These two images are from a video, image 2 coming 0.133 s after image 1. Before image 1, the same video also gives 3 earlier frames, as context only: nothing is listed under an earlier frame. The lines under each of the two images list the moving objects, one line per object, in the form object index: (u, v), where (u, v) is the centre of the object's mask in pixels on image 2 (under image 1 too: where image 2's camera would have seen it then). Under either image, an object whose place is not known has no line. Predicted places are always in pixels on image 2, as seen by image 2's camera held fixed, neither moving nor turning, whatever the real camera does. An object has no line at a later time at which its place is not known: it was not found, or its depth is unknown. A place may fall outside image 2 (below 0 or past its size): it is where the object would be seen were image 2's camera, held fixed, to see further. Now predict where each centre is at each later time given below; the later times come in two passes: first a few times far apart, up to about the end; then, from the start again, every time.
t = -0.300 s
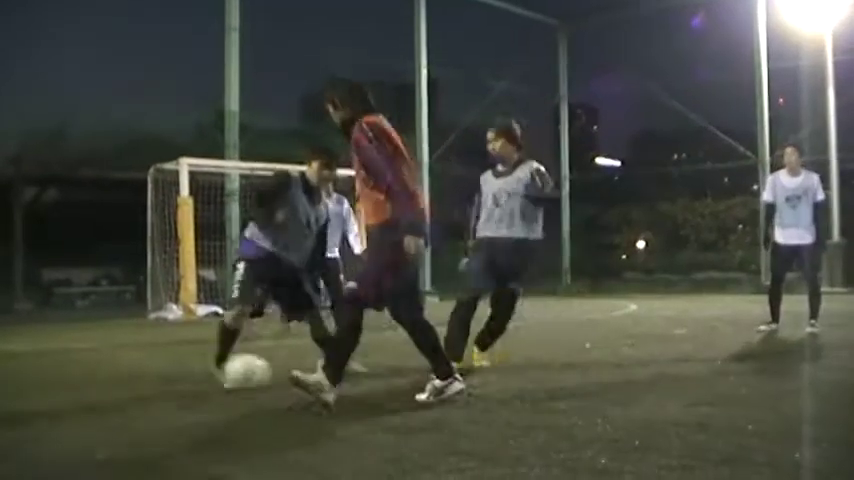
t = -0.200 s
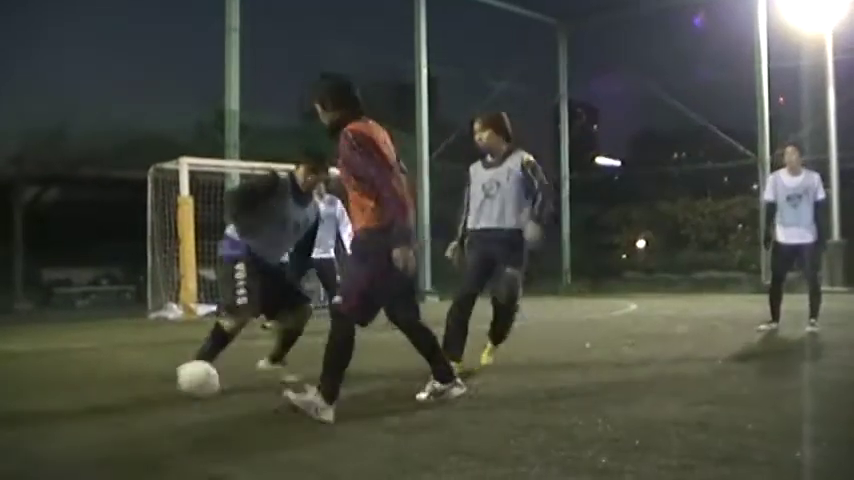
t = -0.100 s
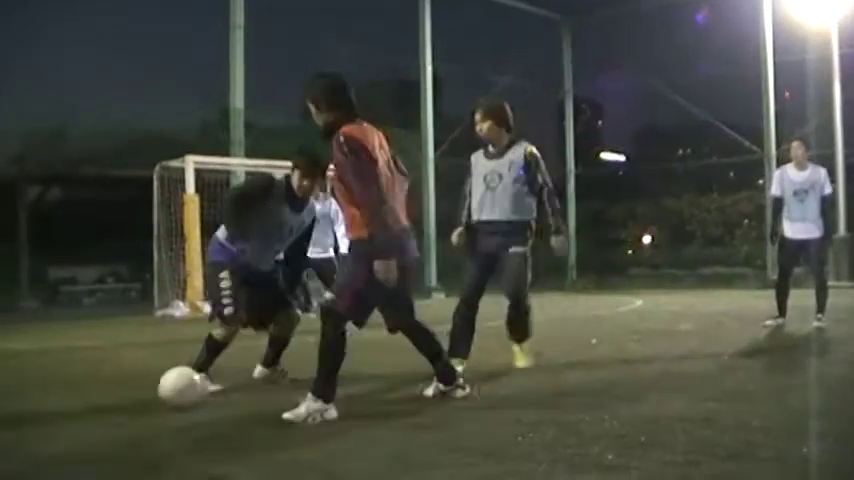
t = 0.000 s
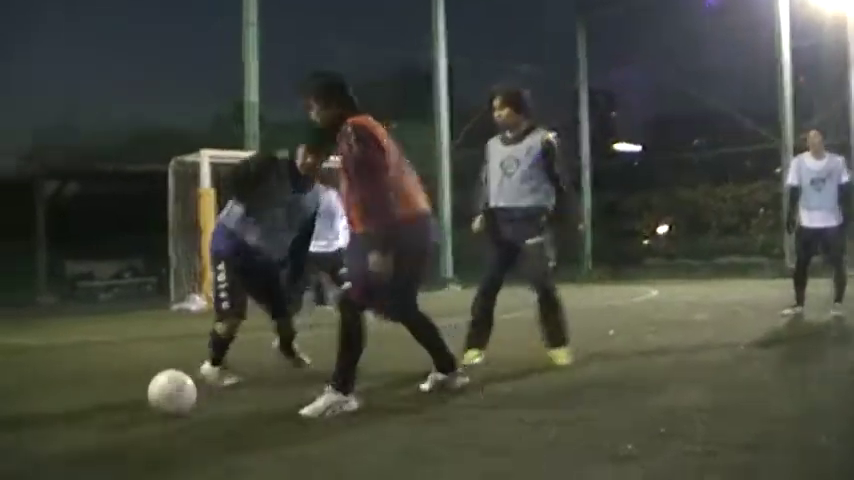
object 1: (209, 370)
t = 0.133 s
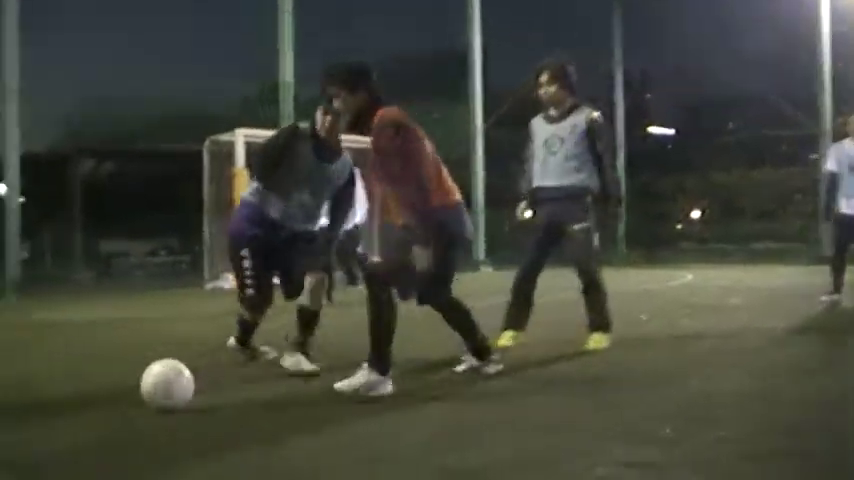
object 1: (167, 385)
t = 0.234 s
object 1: (133, 397)
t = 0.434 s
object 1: (50, 430)
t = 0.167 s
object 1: (157, 389)
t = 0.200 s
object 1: (145, 392)
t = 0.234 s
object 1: (133, 397)
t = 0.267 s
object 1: (121, 402)
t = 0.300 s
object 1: (108, 407)
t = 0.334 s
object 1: (93, 413)
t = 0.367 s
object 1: (81, 415)
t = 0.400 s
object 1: (67, 421)
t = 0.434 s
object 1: (50, 430)
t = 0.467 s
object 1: (38, 433)
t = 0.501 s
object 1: (22, 440)
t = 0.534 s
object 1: (2, 447)
